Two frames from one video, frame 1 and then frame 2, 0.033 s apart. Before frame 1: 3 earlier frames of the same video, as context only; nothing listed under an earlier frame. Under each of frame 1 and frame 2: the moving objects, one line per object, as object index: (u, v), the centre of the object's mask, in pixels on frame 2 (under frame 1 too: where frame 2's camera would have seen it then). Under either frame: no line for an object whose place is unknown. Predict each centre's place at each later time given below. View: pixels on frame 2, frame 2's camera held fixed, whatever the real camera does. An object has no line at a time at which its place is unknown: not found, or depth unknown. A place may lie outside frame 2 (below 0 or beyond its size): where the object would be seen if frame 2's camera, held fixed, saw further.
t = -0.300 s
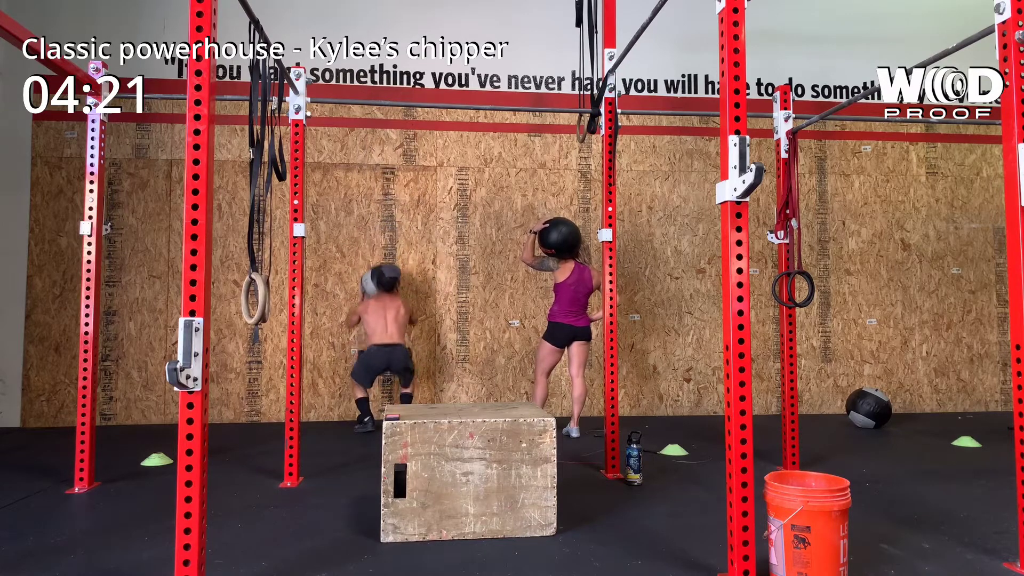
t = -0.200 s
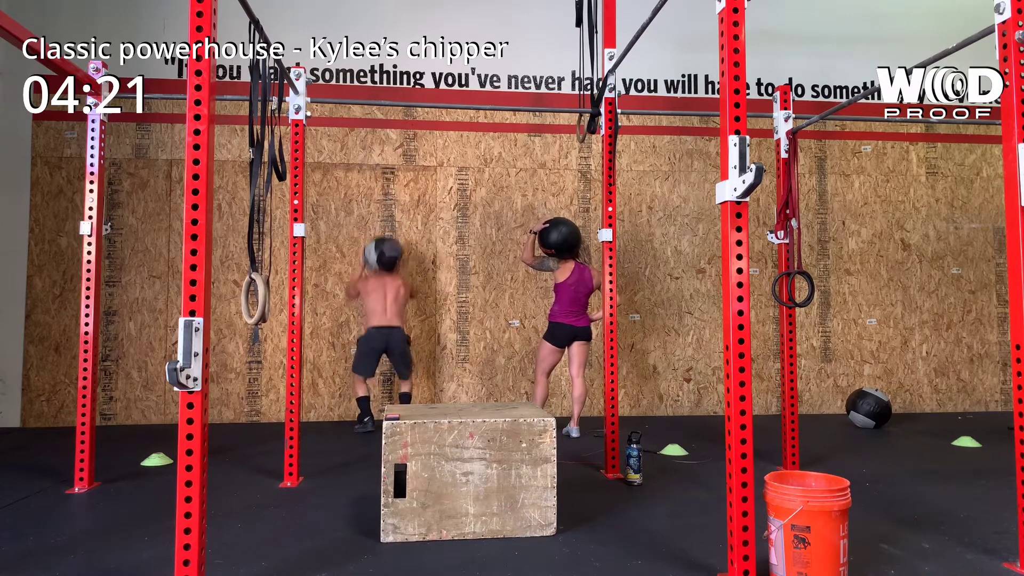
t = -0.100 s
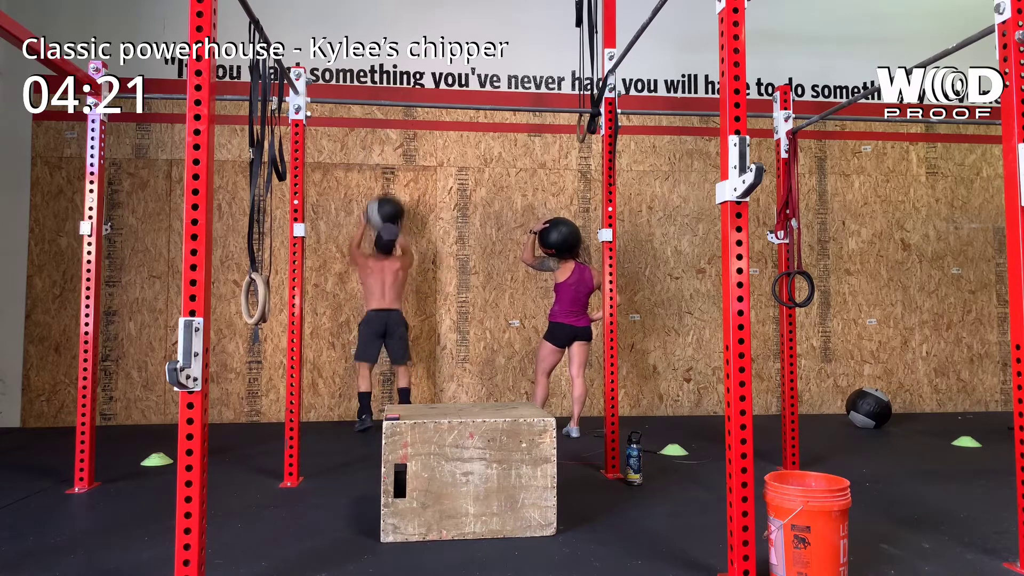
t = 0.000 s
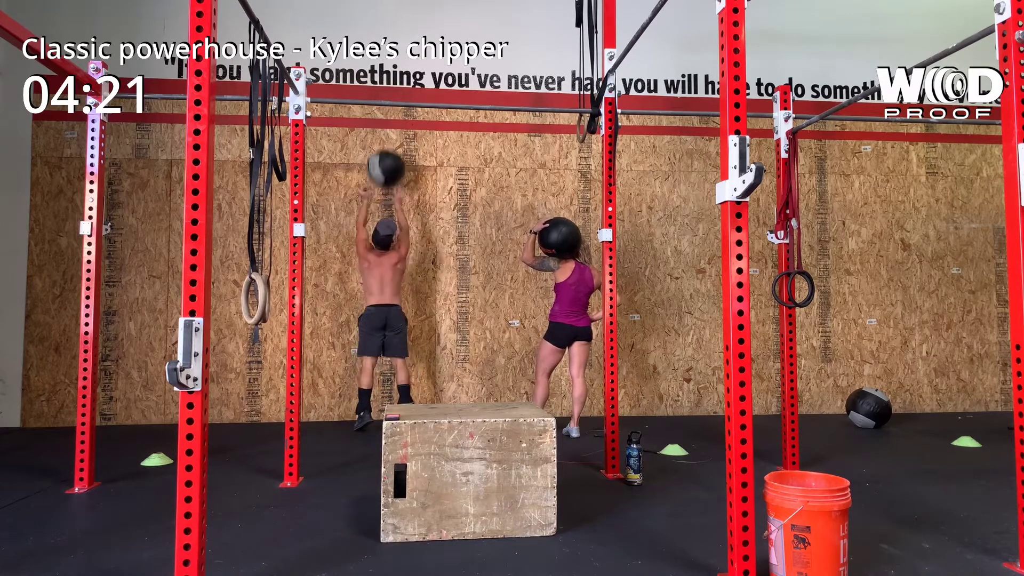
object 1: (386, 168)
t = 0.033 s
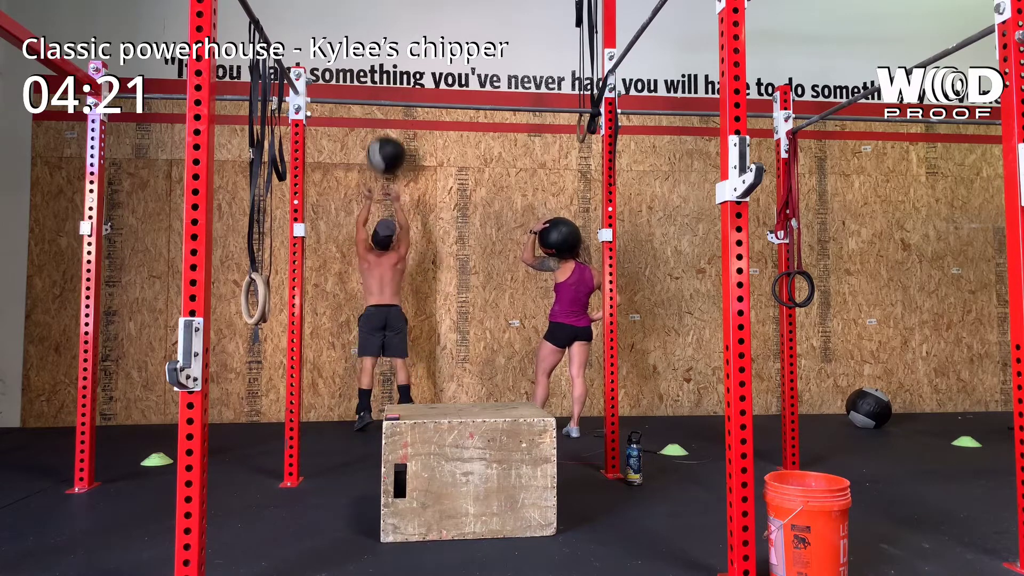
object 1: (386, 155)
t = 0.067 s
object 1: (386, 143)
